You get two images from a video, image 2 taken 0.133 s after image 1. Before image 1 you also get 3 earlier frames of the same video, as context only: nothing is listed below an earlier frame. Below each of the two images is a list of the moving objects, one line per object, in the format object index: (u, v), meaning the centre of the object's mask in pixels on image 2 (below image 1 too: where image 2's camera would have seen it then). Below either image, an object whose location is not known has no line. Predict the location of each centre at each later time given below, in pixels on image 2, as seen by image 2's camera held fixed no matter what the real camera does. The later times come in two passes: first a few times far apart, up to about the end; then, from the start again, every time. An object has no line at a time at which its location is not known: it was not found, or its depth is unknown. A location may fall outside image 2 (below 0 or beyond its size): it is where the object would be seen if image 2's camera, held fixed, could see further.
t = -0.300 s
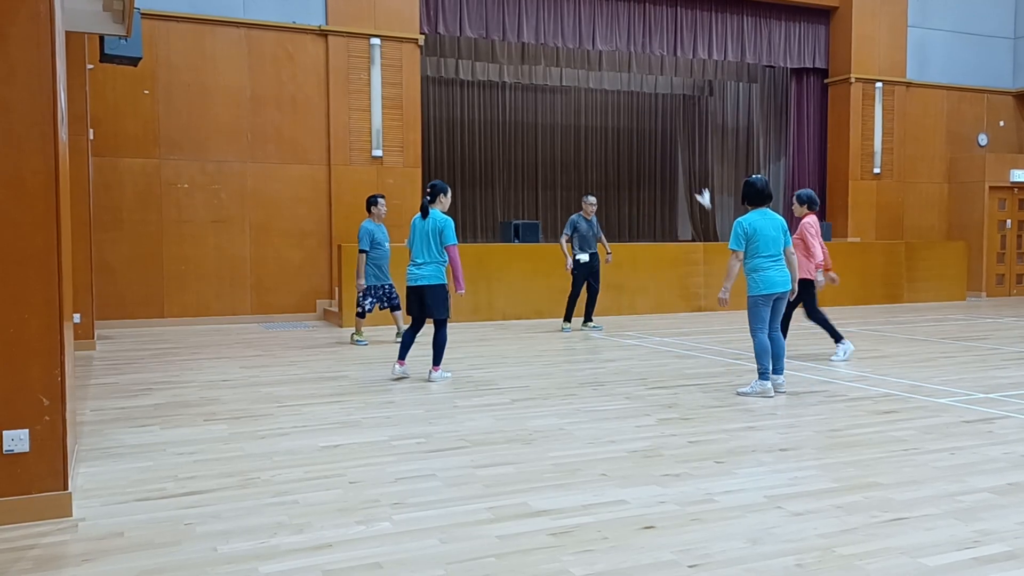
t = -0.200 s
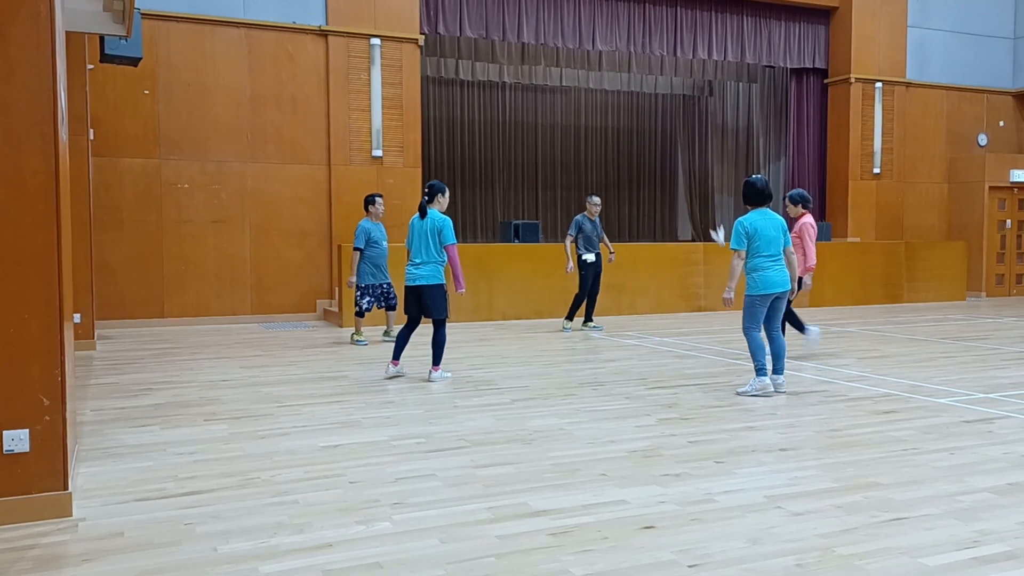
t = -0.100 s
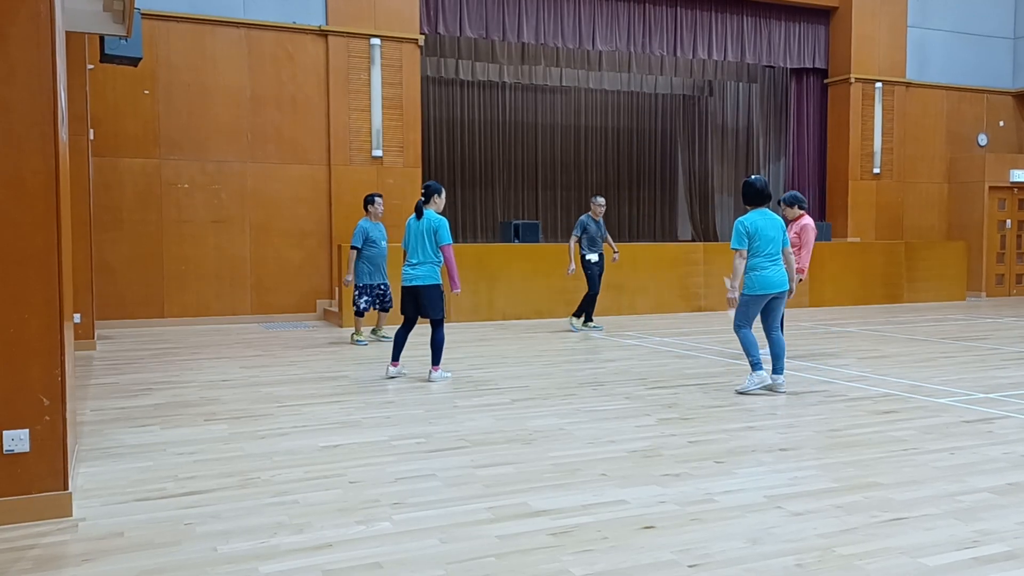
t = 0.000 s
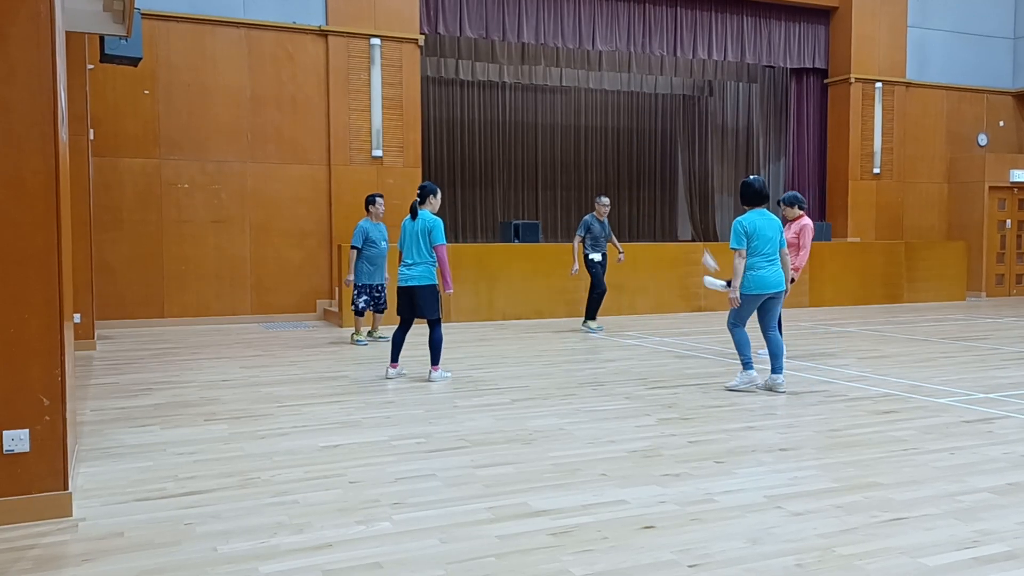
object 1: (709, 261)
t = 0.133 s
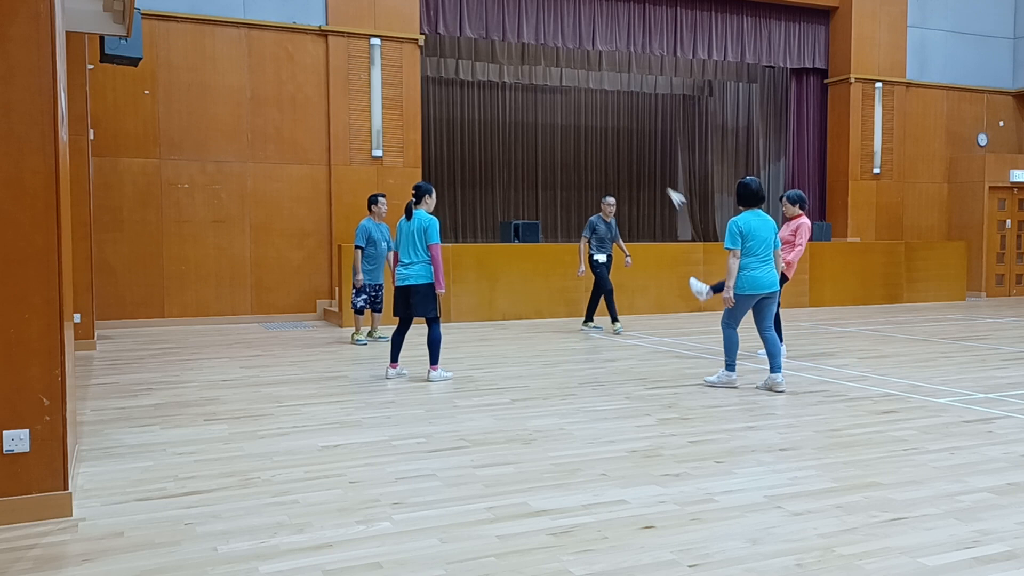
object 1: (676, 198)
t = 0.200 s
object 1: (658, 176)
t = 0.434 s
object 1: (599, 135)
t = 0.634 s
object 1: (550, 140)
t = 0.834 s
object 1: (503, 187)
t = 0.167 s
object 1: (667, 186)
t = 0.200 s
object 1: (658, 176)
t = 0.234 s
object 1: (649, 167)
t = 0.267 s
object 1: (640, 159)
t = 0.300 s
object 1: (631, 152)
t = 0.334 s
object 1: (623, 146)
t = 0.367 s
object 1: (615, 141)
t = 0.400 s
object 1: (607, 137)
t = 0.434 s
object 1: (599, 135)
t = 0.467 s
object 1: (591, 133)
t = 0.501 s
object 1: (583, 132)
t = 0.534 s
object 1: (575, 133)
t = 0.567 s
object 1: (567, 134)
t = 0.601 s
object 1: (559, 136)
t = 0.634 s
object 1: (550, 140)
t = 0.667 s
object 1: (542, 145)
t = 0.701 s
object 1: (534, 151)
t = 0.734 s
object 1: (526, 158)
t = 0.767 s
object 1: (518, 166)
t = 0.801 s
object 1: (510, 176)
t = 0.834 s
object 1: (503, 187)
